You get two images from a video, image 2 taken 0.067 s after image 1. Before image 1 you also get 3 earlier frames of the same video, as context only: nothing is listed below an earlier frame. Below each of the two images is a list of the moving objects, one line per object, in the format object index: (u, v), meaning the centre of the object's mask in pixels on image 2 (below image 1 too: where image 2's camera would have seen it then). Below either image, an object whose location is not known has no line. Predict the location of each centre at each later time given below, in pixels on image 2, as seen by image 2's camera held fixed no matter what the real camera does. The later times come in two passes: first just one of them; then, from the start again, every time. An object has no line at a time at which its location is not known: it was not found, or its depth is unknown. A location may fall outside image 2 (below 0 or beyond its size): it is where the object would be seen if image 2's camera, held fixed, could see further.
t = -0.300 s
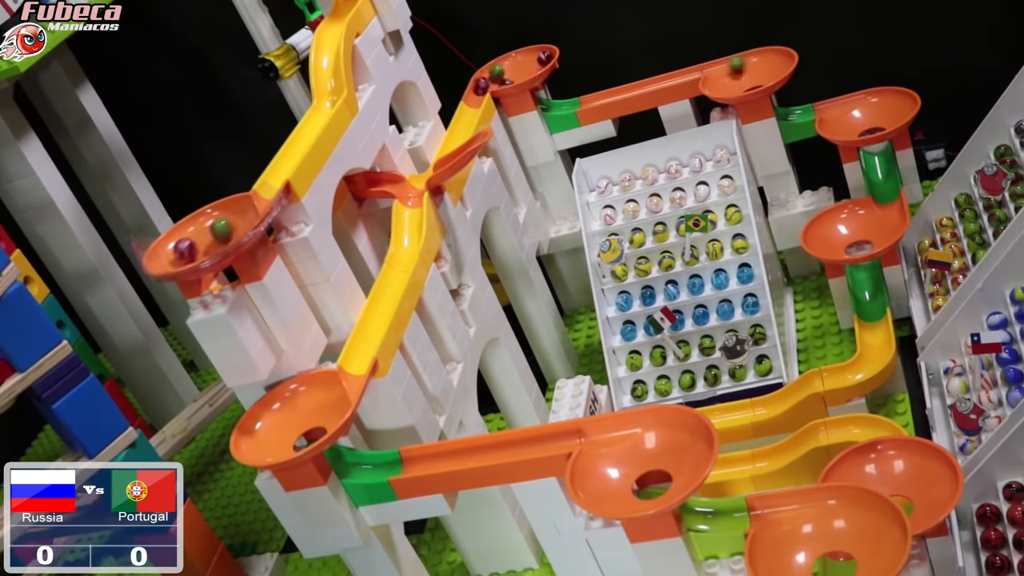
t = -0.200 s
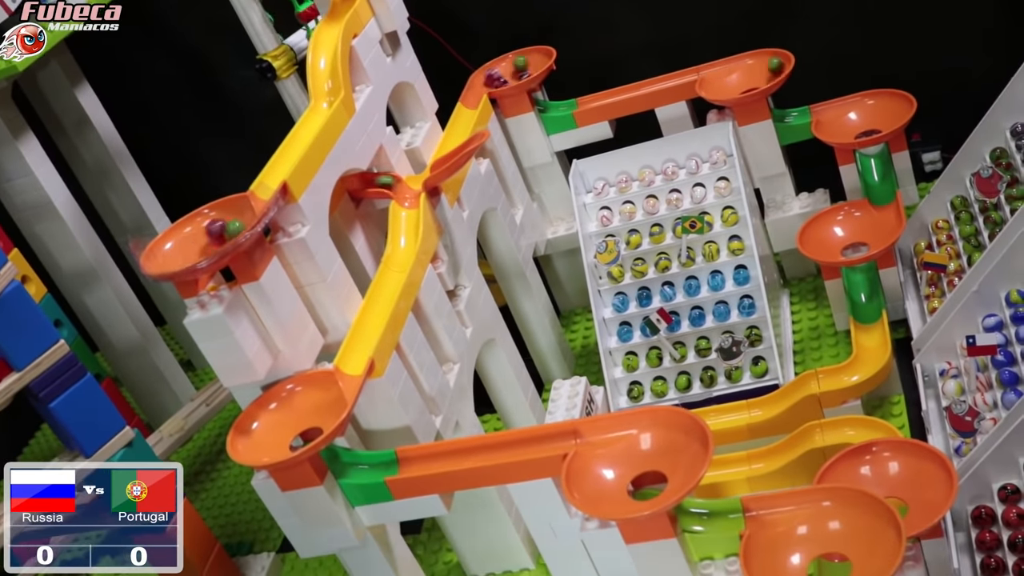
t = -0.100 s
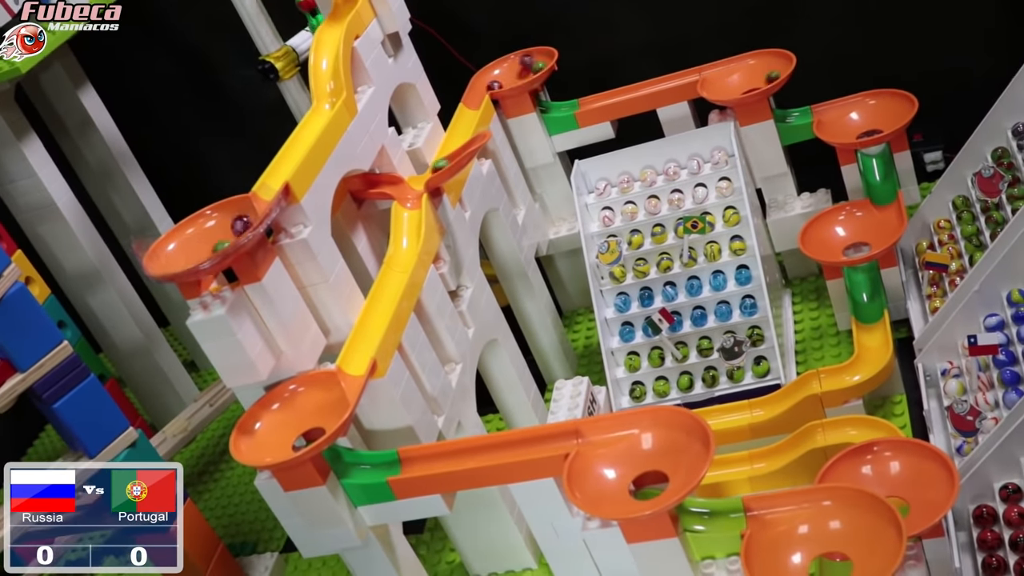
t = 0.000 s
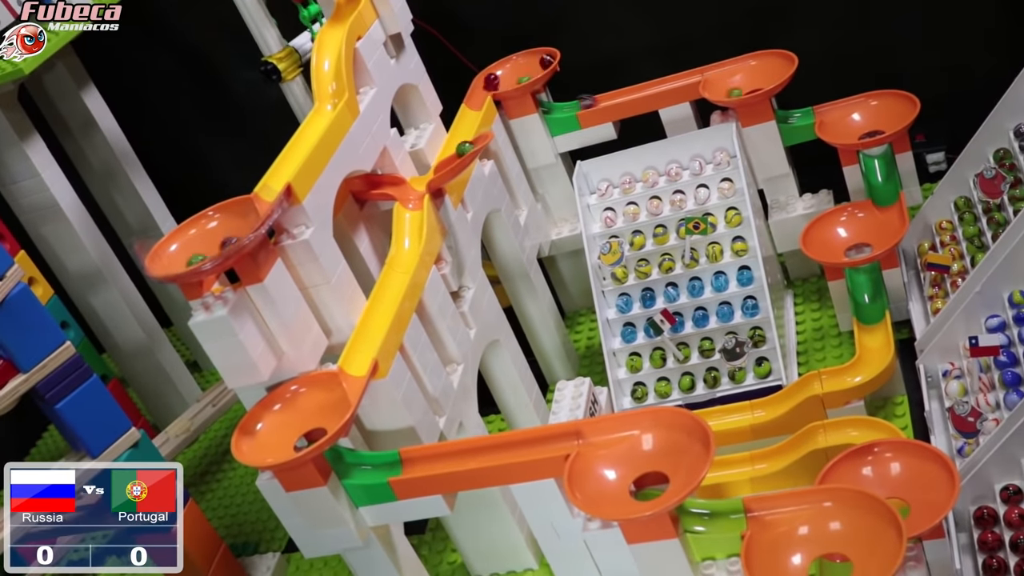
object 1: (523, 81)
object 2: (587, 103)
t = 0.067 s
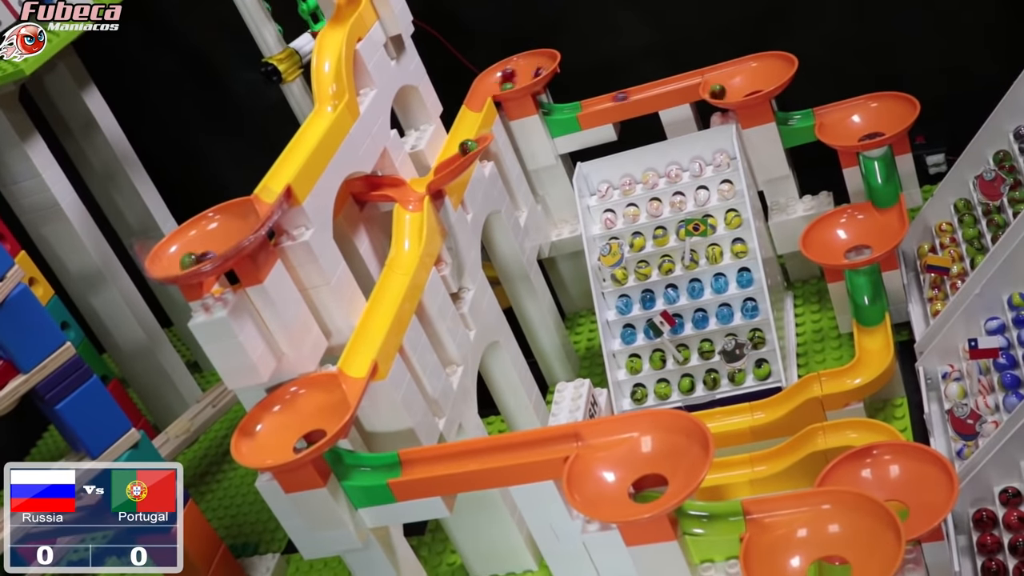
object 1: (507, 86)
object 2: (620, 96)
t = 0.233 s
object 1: (510, 74)
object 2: (707, 75)
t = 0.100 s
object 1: (501, 88)
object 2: (638, 93)
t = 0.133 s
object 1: (498, 87)
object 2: (655, 87)
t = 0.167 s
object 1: (498, 84)
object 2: (672, 83)
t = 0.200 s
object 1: (504, 78)
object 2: (689, 79)
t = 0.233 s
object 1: (510, 74)
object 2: (707, 75)
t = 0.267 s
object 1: (518, 68)
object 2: (723, 72)
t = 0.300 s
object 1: (527, 64)
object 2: (739, 69)
